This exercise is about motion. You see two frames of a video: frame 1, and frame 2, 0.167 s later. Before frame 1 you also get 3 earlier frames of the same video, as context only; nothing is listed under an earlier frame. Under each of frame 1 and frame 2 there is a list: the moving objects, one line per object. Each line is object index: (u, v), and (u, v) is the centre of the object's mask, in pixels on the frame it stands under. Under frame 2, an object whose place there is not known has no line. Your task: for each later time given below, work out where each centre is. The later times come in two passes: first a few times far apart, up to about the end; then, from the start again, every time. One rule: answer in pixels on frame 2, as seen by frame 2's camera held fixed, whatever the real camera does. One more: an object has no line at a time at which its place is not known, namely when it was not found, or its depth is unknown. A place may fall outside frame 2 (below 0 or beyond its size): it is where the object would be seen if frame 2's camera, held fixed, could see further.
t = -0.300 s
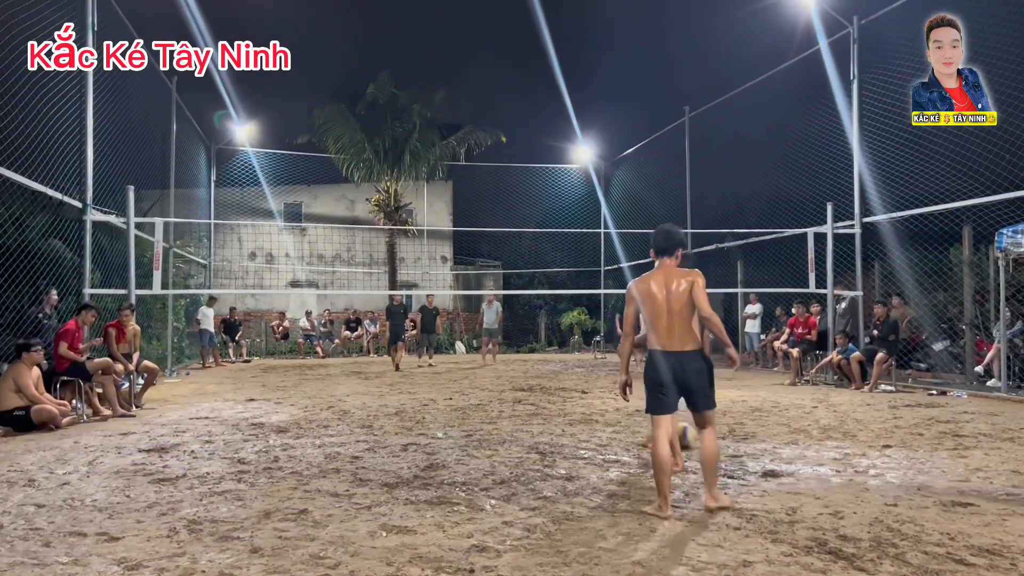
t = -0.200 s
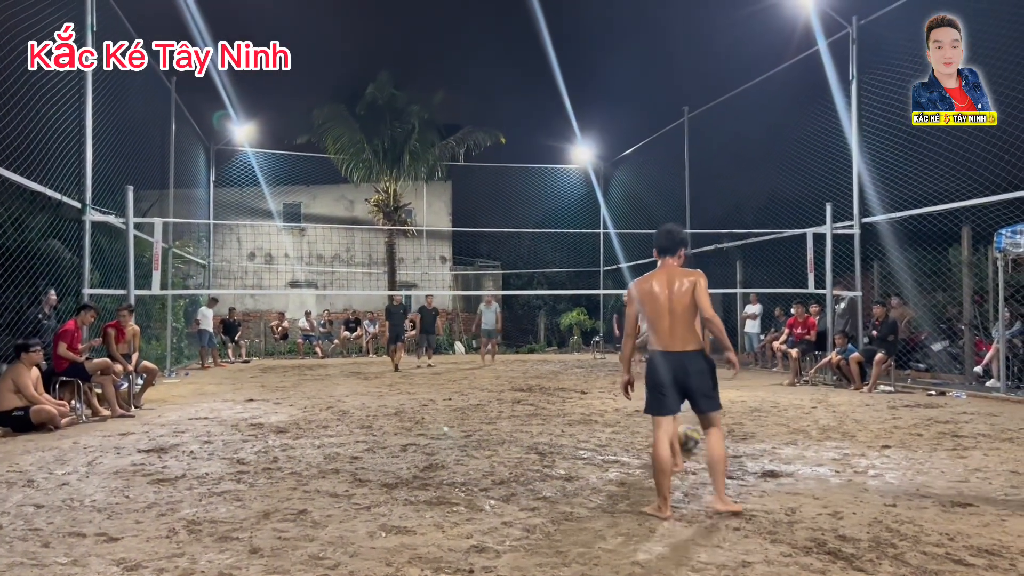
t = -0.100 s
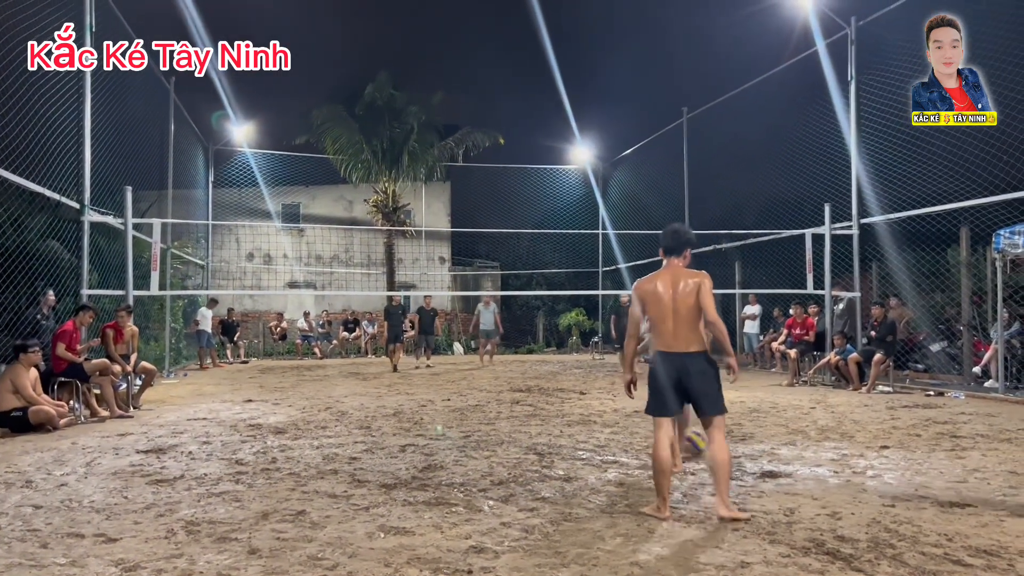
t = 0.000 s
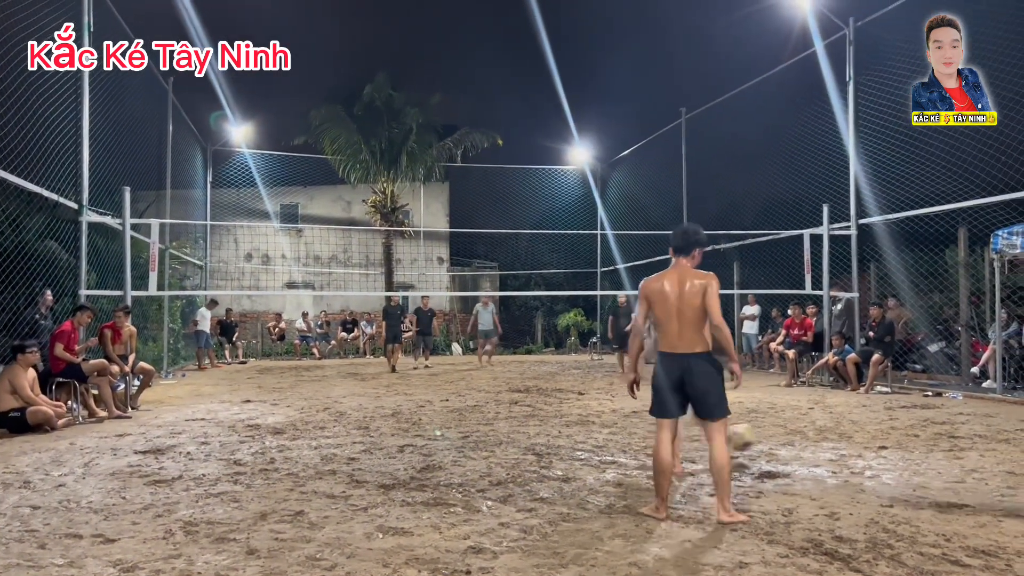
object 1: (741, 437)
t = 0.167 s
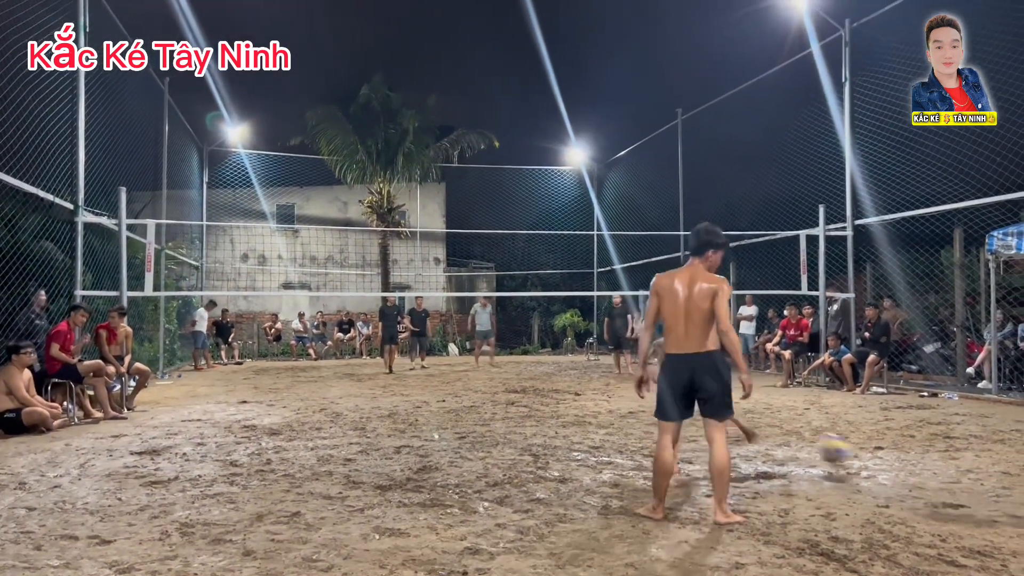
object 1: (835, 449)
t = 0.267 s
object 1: (885, 462)
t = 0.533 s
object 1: (981, 477)
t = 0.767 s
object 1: (1062, 494)
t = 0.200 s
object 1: (854, 456)
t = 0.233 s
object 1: (873, 463)
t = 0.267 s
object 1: (885, 462)
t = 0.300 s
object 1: (896, 460)
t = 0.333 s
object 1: (907, 462)
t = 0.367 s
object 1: (919, 465)
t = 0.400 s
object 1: (931, 471)
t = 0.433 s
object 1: (942, 473)
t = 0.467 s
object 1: (953, 475)
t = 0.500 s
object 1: (968, 476)
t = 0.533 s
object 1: (981, 477)
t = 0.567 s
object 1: (996, 480)
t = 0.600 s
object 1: (1009, 483)
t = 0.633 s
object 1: (1021, 485)
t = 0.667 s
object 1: (1035, 487)
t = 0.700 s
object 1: (1045, 488)
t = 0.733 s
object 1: (1054, 491)
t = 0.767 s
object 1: (1062, 494)
